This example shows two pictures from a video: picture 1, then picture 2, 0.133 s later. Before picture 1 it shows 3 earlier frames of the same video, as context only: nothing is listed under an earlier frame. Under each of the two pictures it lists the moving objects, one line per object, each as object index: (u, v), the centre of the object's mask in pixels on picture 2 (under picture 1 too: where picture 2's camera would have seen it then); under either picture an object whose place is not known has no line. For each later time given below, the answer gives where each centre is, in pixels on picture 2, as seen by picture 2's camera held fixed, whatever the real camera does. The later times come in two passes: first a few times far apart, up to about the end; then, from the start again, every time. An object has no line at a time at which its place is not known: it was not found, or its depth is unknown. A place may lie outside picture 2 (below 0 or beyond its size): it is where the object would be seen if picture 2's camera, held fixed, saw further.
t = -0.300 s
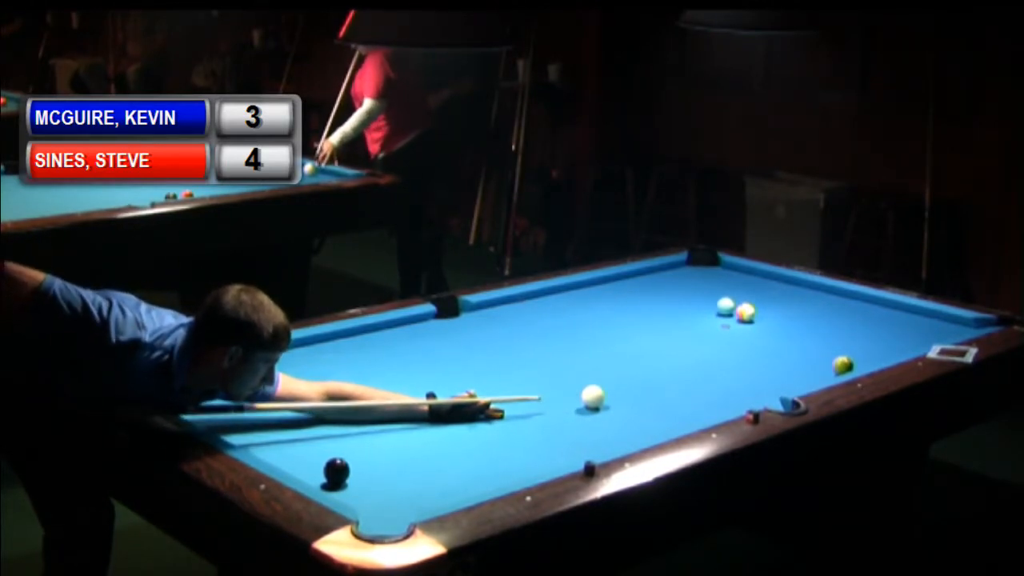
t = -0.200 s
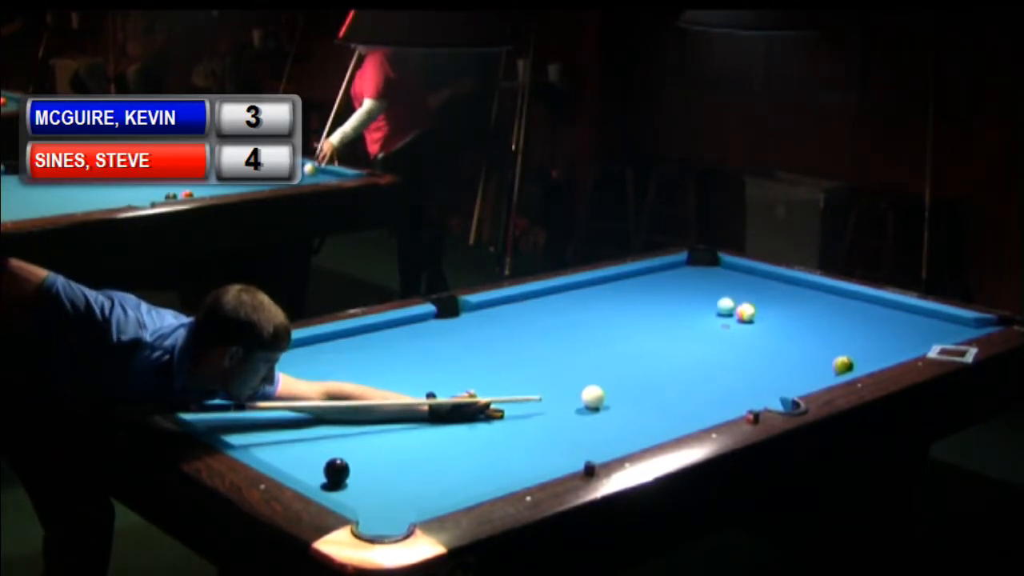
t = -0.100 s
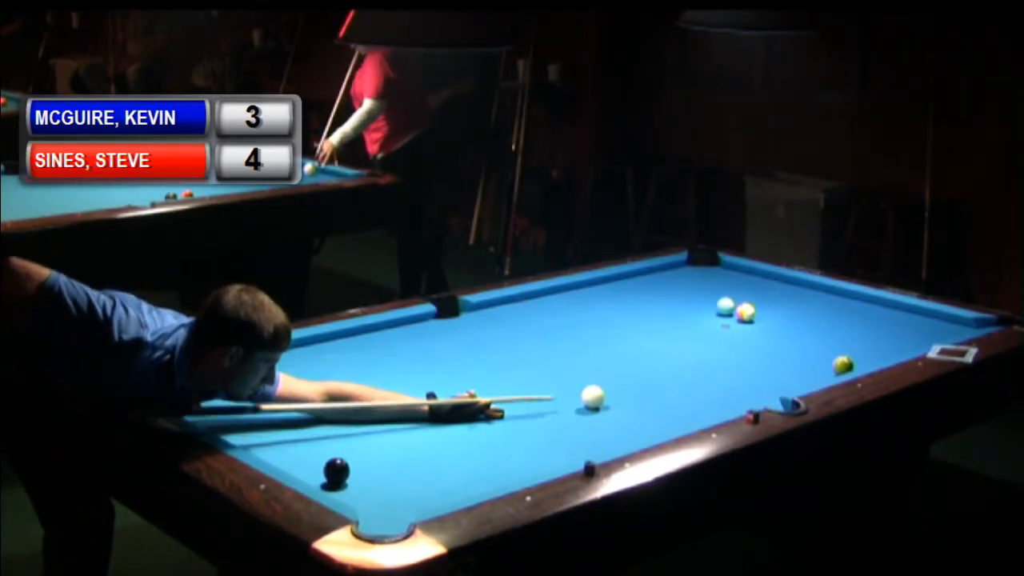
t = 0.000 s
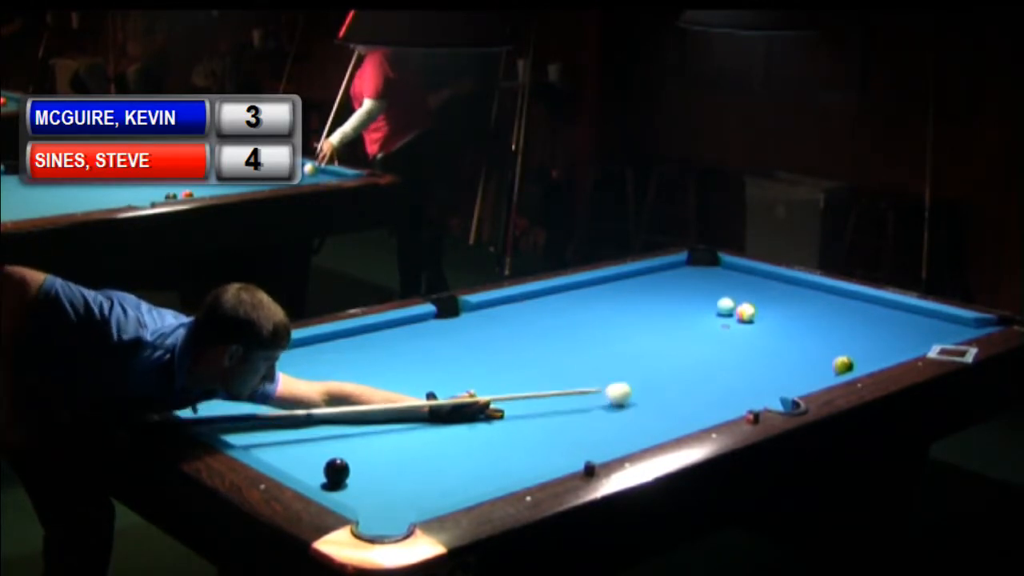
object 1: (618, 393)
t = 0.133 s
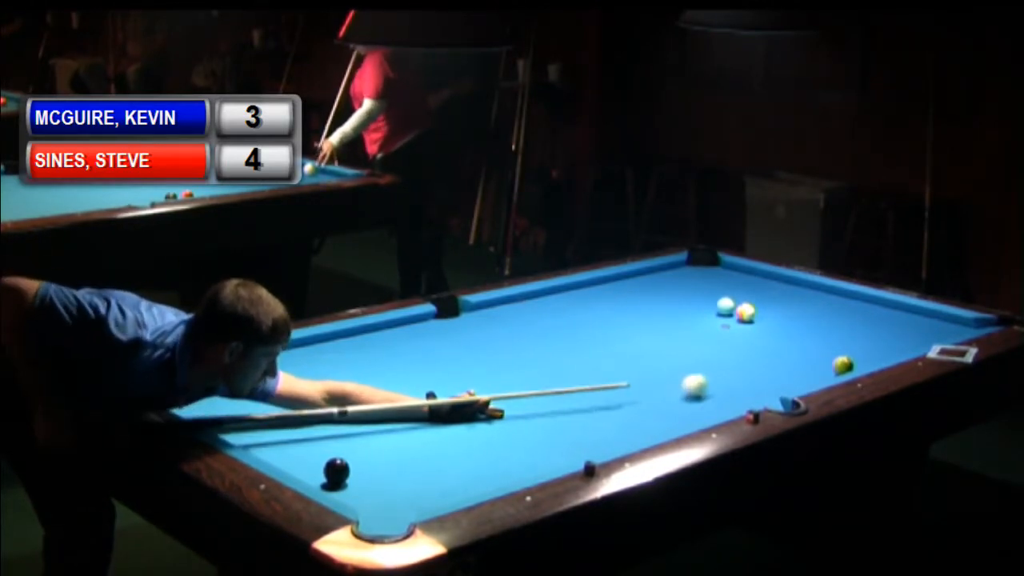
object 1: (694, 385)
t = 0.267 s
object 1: (765, 378)
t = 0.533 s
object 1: (838, 367)
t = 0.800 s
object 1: (835, 357)
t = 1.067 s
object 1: (831, 345)
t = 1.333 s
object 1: (827, 335)
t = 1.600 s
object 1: (824, 326)
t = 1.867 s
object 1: (821, 317)
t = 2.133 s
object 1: (818, 310)
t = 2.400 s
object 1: (816, 304)
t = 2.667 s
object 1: (814, 298)
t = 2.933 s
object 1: (813, 293)
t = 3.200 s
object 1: (811, 288)
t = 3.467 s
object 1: (809, 284)
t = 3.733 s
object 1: (800, 284)
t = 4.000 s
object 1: (793, 284)
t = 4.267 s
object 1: (788, 283)
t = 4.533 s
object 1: (784, 283)
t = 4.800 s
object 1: (782, 283)
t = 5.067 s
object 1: (780, 283)
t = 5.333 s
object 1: (780, 283)
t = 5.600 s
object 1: (780, 283)
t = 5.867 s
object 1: (781, 283)
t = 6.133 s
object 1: (781, 283)
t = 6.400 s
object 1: (781, 283)
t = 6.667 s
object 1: (781, 283)
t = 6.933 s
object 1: (781, 283)
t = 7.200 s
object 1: (781, 283)
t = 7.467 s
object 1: (781, 283)
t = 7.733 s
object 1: (781, 284)
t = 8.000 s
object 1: (781, 284)
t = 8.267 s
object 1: (781, 283)
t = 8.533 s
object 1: (781, 283)
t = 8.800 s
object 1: (781, 283)
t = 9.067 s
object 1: (781, 284)
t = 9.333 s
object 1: (781, 283)
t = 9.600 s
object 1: (781, 283)
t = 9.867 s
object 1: (781, 284)
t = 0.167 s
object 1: (712, 383)
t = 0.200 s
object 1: (730, 381)
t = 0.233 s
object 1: (748, 379)
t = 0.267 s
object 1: (765, 378)
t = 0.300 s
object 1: (782, 376)
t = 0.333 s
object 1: (798, 373)
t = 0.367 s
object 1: (814, 371)
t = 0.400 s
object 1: (829, 368)
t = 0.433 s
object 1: (836, 369)
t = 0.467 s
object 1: (841, 369)
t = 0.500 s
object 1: (839, 368)
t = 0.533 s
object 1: (838, 367)
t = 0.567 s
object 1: (838, 366)
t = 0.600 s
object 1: (837, 365)
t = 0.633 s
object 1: (837, 364)
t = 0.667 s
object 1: (836, 362)
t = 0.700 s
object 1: (836, 361)
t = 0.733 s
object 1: (835, 359)
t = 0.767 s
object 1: (835, 358)
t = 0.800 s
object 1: (835, 357)
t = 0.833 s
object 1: (834, 355)
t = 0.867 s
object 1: (834, 354)
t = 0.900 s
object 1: (833, 352)
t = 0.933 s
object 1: (832, 351)
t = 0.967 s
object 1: (832, 349)
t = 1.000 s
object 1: (831, 348)
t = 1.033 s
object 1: (831, 346)
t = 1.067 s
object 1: (831, 345)
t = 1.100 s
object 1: (830, 344)
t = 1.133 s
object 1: (829, 343)
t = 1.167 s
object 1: (829, 341)
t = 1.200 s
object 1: (829, 340)
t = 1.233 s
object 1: (828, 339)
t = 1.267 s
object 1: (828, 338)
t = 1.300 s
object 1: (828, 336)
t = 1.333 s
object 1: (827, 335)
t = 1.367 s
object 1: (827, 334)
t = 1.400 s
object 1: (826, 333)
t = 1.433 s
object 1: (826, 331)
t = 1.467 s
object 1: (825, 330)
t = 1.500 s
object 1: (825, 329)
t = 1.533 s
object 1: (825, 328)
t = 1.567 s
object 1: (824, 327)
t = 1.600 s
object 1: (824, 326)
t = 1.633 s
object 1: (823, 325)
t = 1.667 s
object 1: (823, 324)
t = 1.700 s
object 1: (823, 323)
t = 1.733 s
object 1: (822, 321)
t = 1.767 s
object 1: (822, 321)
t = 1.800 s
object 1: (822, 320)
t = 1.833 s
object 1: (821, 319)
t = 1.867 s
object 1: (821, 317)
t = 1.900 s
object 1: (821, 317)
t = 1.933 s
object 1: (820, 316)
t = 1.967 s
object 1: (820, 315)
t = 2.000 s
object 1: (820, 314)
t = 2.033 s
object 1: (819, 313)
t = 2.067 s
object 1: (819, 312)
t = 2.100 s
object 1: (819, 311)
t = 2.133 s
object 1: (818, 310)
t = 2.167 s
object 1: (818, 309)
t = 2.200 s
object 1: (818, 309)
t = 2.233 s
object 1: (817, 308)
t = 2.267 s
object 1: (817, 307)
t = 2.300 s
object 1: (817, 306)
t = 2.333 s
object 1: (817, 305)
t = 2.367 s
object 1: (816, 304)
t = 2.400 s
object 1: (816, 304)
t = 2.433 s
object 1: (816, 303)
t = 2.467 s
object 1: (816, 302)
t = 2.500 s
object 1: (815, 302)
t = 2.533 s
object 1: (815, 301)
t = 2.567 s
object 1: (815, 300)
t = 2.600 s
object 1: (815, 299)
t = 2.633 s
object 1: (815, 299)
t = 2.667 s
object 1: (814, 298)
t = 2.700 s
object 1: (814, 297)
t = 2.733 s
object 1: (814, 297)
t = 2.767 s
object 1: (814, 296)
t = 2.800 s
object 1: (814, 295)
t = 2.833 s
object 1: (814, 295)
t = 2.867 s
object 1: (813, 294)
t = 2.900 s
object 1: (813, 293)
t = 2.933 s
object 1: (813, 293)
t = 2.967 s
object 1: (813, 292)
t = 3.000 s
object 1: (813, 292)
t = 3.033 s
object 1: (812, 291)
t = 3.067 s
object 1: (812, 290)
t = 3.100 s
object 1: (812, 290)
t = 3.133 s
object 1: (812, 289)
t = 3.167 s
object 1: (812, 289)
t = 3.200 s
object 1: (811, 288)
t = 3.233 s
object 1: (811, 288)
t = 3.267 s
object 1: (811, 287)
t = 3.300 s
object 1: (811, 286)
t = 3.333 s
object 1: (810, 286)
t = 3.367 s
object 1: (810, 285)
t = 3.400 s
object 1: (810, 285)
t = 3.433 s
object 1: (810, 284)
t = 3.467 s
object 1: (809, 284)
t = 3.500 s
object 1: (807, 284)
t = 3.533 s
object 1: (807, 284)
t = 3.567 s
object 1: (805, 284)
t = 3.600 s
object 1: (804, 284)
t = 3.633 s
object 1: (803, 284)
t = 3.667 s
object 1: (802, 284)
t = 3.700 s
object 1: (801, 284)
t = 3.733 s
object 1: (800, 284)
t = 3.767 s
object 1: (799, 284)
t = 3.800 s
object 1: (798, 284)
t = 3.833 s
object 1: (797, 284)
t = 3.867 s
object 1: (796, 284)
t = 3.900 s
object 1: (795, 284)
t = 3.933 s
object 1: (795, 284)
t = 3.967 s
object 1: (794, 284)
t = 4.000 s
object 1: (793, 284)
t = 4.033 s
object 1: (792, 283)
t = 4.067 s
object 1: (792, 283)
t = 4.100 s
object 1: (791, 283)
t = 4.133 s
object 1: (790, 283)
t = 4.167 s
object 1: (789, 283)
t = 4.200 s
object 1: (789, 283)
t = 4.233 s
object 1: (788, 283)
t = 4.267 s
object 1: (788, 283)
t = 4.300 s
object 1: (787, 283)
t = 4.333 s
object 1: (786, 283)
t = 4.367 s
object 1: (786, 283)
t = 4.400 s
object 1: (785, 283)
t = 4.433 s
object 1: (785, 283)
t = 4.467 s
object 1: (785, 283)
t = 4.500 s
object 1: (785, 283)
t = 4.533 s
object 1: (784, 283)
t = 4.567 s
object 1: (784, 283)
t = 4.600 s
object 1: (784, 283)
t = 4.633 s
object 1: (783, 283)
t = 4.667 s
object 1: (783, 283)
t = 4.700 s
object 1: (782, 283)
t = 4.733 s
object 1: (782, 283)
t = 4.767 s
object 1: (782, 283)
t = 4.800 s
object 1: (782, 283)
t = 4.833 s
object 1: (781, 283)
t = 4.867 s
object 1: (781, 283)
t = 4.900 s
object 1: (781, 283)
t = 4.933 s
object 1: (781, 283)
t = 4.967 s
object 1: (781, 283)
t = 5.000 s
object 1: (781, 283)
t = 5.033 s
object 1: (780, 283)
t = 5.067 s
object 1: (780, 283)
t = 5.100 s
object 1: (780, 283)
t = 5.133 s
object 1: (780, 283)
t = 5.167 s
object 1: (780, 283)
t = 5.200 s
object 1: (780, 283)
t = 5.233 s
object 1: (780, 283)
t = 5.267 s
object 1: (780, 283)
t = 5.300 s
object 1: (780, 283)
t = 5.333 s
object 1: (780, 283)
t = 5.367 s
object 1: (780, 283)
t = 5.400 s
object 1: (780, 283)
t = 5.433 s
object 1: (780, 283)
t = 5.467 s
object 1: (780, 283)
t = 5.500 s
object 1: (781, 283)
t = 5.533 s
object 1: (781, 283)
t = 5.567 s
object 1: (781, 283)
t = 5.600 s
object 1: (780, 283)
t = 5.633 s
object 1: (780, 283)
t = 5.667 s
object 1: (781, 283)
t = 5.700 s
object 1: (781, 283)
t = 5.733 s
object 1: (781, 283)
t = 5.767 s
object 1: (781, 283)
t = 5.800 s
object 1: (781, 283)
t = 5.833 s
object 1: (781, 283)
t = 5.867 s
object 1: (781, 283)
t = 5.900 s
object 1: (781, 283)
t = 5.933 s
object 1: (781, 283)
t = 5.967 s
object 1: (781, 283)
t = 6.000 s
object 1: (781, 283)
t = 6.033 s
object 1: (781, 283)
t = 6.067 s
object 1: (781, 283)
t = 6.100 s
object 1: (781, 283)
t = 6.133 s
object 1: (781, 283)
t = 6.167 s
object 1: (781, 283)
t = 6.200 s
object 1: (781, 283)
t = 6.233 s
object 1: (781, 283)
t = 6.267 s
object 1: (781, 283)
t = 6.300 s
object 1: (781, 283)
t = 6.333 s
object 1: (781, 283)
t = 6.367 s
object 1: (781, 283)
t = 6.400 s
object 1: (781, 283)
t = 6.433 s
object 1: (781, 283)
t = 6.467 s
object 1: (781, 283)
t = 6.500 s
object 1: (781, 283)
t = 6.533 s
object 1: (781, 283)
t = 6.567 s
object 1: (781, 283)
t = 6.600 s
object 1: (781, 283)
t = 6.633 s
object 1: (781, 283)
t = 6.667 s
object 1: (781, 283)
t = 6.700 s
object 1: (781, 283)
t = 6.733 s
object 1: (781, 283)
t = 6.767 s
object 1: (781, 283)
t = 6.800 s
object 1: (781, 283)
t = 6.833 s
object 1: (781, 283)
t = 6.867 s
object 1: (781, 283)
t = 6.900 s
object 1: (781, 283)
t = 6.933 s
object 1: (781, 283)
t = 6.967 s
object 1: (781, 283)
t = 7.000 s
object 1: (781, 283)
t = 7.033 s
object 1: (781, 283)
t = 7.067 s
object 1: (781, 283)
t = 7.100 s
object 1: (781, 283)
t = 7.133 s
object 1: (781, 283)
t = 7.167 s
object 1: (781, 283)
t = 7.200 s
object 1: (781, 283)
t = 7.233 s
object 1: (781, 283)
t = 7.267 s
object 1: (781, 283)
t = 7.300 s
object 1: (781, 283)
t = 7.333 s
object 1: (781, 283)
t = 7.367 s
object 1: (781, 283)
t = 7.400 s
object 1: (781, 283)
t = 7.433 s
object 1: (781, 283)
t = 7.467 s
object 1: (781, 283)
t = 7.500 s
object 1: (781, 283)
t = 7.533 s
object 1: (781, 283)
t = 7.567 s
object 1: (781, 284)
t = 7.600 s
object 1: (781, 284)
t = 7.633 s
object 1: (781, 284)
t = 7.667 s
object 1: (781, 284)
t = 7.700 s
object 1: (781, 283)
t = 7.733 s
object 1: (781, 284)
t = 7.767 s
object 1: (781, 284)
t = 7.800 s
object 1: (781, 284)
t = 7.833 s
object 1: (781, 284)
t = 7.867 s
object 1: (781, 283)
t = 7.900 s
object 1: (781, 284)
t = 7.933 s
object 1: (781, 283)
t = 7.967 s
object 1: (781, 283)
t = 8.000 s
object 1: (781, 284)
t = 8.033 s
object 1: (781, 283)
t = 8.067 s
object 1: (781, 284)
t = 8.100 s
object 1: (781, 283)
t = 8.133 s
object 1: (781, 283)
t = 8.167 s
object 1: (781, 283)
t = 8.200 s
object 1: (781, 283)
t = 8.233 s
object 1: (781, 283)
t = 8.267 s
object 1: (781, 283)
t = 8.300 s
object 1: (781, 283)
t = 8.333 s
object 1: (781, 283)
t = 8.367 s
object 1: (781, 283)
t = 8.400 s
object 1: (781, 283)
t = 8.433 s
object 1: (781, 283)
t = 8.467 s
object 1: (781, 283)
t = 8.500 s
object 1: (781, 283)
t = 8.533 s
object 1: (781, 283)
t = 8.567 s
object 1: (781, 283)
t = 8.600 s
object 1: (781, 283)
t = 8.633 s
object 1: (781, 283)
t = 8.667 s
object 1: (781, 283)
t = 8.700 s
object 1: (781, 283)
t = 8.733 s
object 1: (781, 283)
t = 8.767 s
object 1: (781, 283)
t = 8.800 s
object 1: (781, 283)
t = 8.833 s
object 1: (781, 283)
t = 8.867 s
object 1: (781, 283)
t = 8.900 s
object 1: (781, 284)
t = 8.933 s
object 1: (781, 283)
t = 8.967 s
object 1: (781, 284)
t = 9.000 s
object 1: (781, 284)
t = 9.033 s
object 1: (781, 283)
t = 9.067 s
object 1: (781, 284)
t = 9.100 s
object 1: (781, 284)
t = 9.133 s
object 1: (781, 283)
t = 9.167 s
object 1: (781, 283)
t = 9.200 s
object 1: (781, 283)
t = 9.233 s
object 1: (781, 283)
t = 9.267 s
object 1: (781, 284)
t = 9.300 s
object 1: (781, 283)
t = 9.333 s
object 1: (781, 283)
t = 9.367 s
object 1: (781, 284)
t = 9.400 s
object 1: (781, 284)
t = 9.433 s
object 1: (781, 283)
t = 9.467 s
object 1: (781, 284)
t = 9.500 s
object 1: (781, 284)
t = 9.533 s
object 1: (781, 284)
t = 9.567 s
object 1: (781, 283)
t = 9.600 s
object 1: (781, 283)
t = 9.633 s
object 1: (781, 284)
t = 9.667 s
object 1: (781, 283)
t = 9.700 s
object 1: (781, 283)
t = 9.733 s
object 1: (781, 283)
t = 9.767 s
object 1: (781, 284)
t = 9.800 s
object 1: (781, 284)
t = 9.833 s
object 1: (781, 284)
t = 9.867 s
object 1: (781, 284)
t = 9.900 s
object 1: (781, 284)
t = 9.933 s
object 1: (781, 283)
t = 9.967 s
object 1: (781, 283)
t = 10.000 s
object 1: (781, 283)
